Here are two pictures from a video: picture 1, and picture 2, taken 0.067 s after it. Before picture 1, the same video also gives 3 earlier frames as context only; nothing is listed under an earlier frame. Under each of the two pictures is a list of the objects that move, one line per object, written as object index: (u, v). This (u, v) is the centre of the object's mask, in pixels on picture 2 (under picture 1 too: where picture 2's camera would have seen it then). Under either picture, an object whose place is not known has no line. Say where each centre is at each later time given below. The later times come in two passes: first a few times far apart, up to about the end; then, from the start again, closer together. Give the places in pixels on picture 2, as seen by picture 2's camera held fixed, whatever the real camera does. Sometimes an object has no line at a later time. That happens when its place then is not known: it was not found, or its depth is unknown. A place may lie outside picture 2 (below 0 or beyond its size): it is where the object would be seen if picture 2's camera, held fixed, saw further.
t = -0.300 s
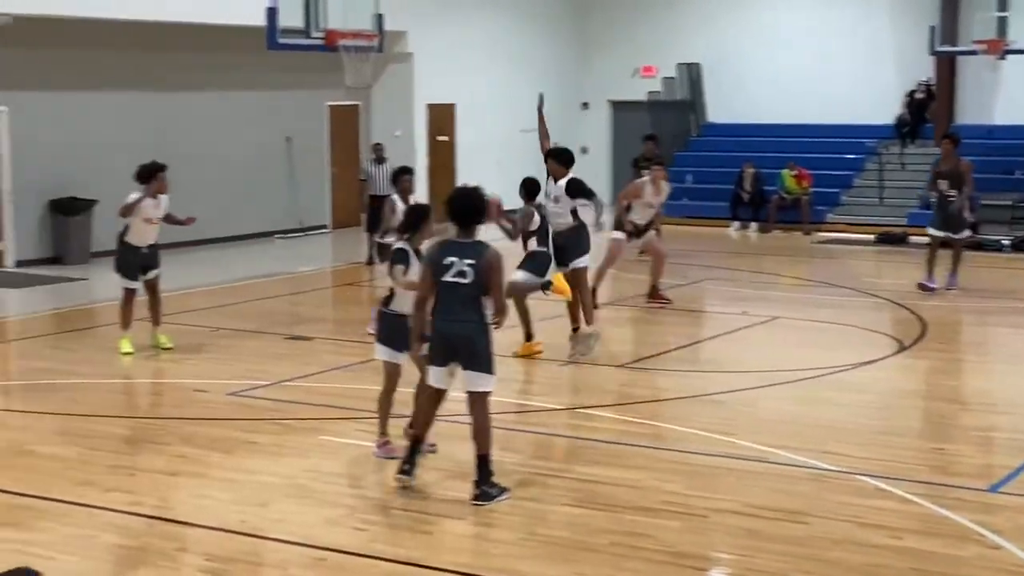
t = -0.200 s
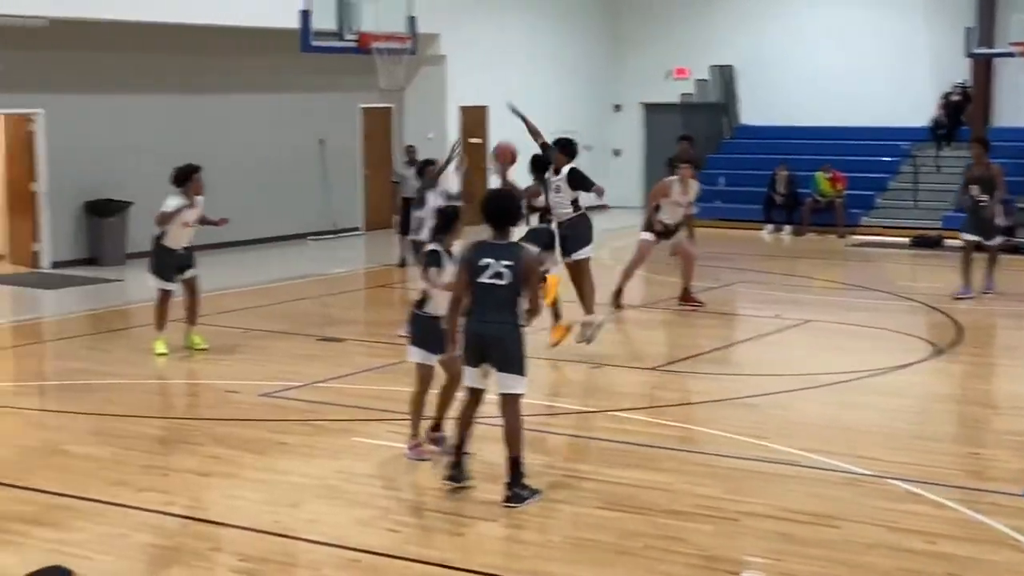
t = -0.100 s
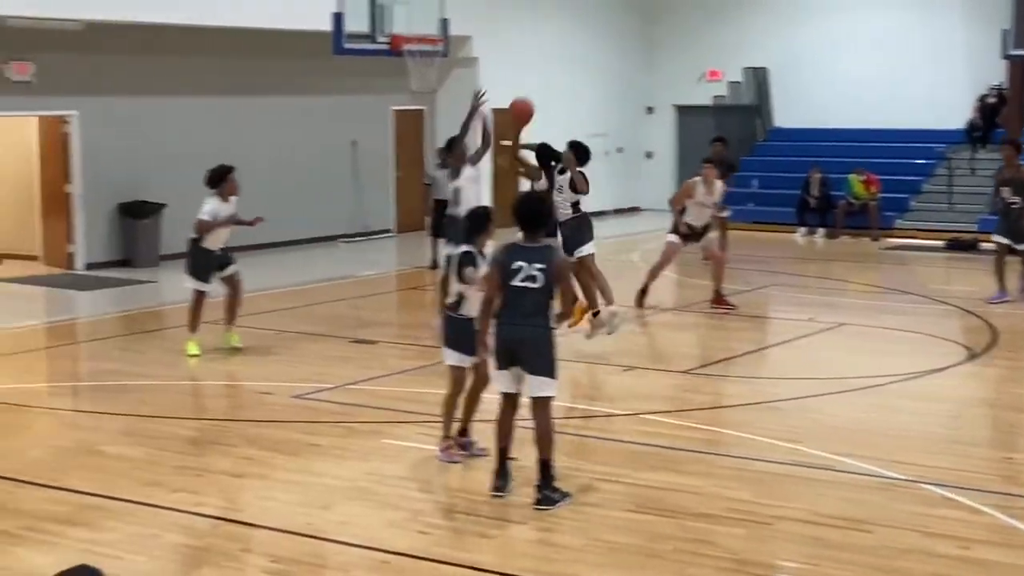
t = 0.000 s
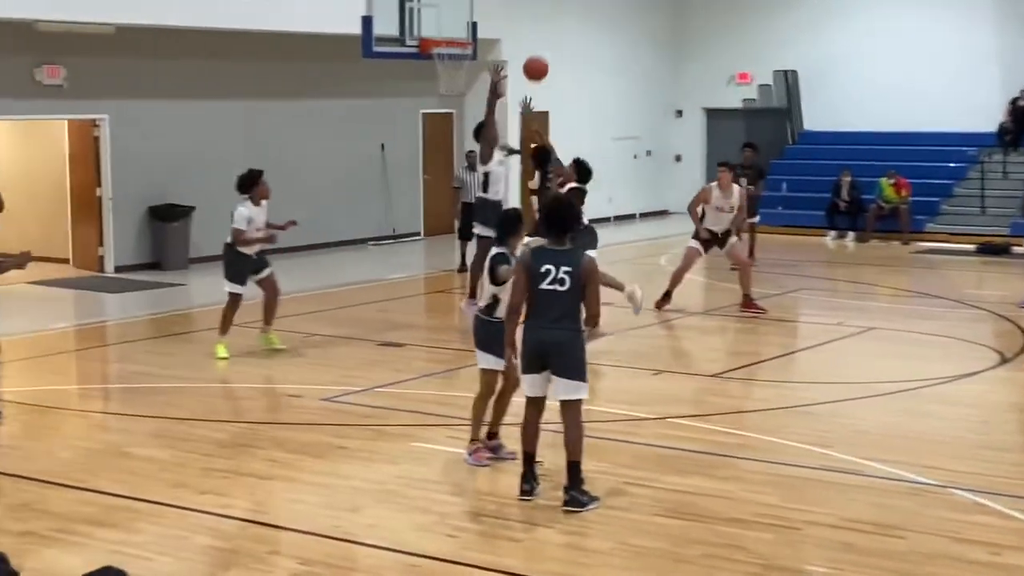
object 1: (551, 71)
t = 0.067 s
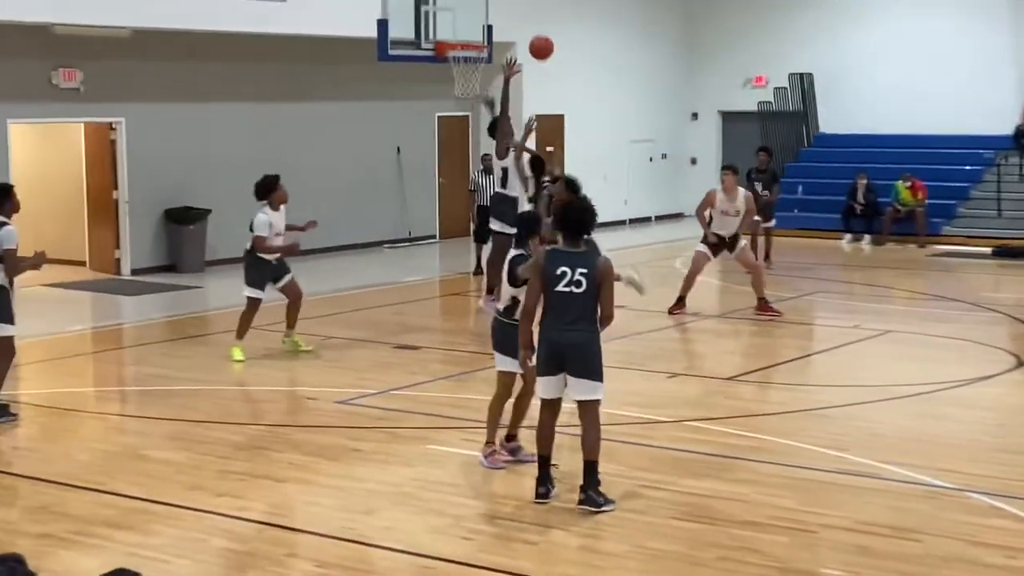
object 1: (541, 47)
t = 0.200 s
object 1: (523, 15)
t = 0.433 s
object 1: (497, 0)
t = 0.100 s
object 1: (536, 37)
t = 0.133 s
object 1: (532, 28)
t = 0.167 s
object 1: (528, 21)
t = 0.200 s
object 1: (523, 15)
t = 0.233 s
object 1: (519, 9)
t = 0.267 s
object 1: (514, 5)
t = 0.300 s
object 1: (511, 2)
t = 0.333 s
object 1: (506, 1)
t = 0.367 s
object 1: (503, 0)
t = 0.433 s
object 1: (497, 0)
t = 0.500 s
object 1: (488, 5)
